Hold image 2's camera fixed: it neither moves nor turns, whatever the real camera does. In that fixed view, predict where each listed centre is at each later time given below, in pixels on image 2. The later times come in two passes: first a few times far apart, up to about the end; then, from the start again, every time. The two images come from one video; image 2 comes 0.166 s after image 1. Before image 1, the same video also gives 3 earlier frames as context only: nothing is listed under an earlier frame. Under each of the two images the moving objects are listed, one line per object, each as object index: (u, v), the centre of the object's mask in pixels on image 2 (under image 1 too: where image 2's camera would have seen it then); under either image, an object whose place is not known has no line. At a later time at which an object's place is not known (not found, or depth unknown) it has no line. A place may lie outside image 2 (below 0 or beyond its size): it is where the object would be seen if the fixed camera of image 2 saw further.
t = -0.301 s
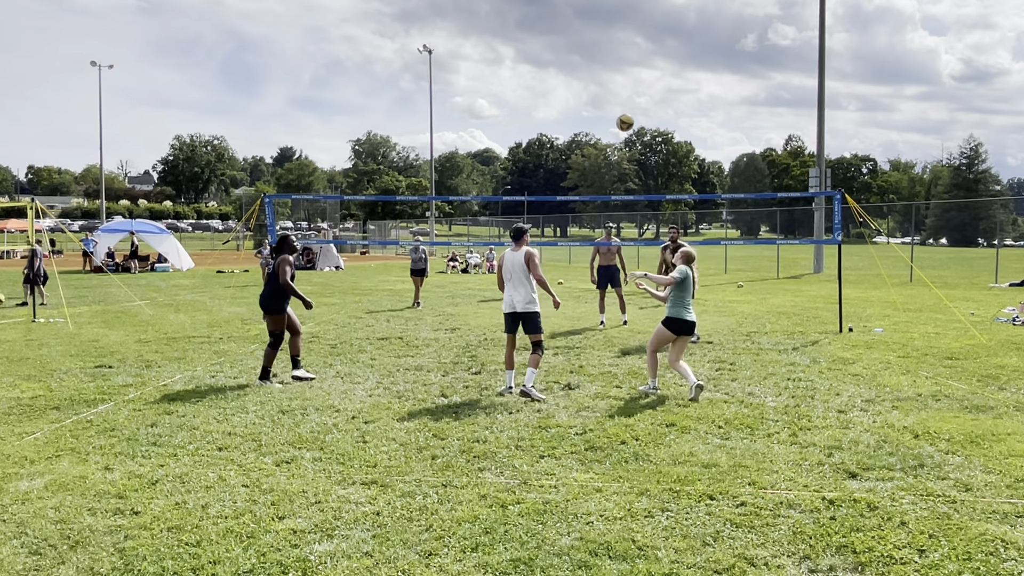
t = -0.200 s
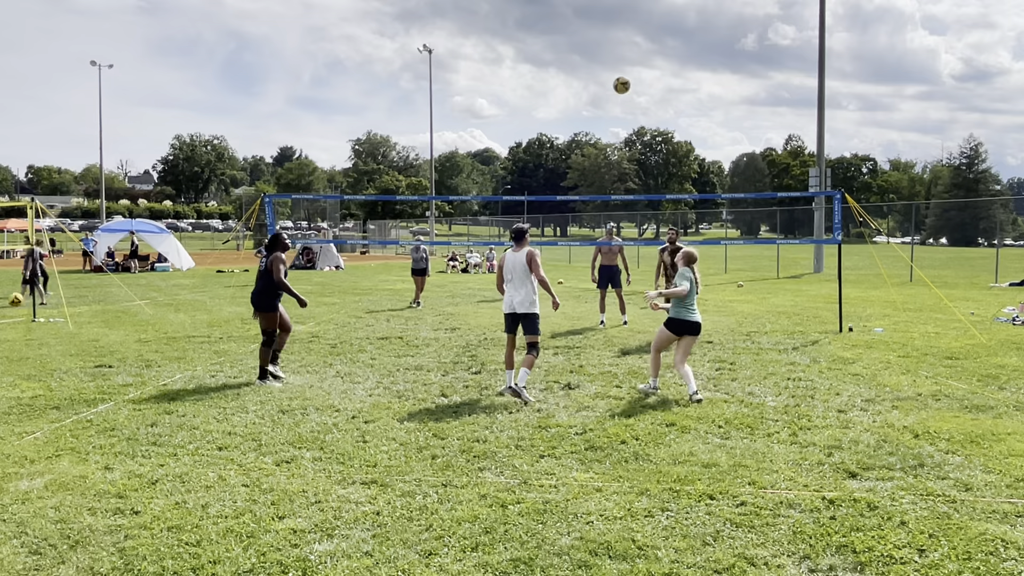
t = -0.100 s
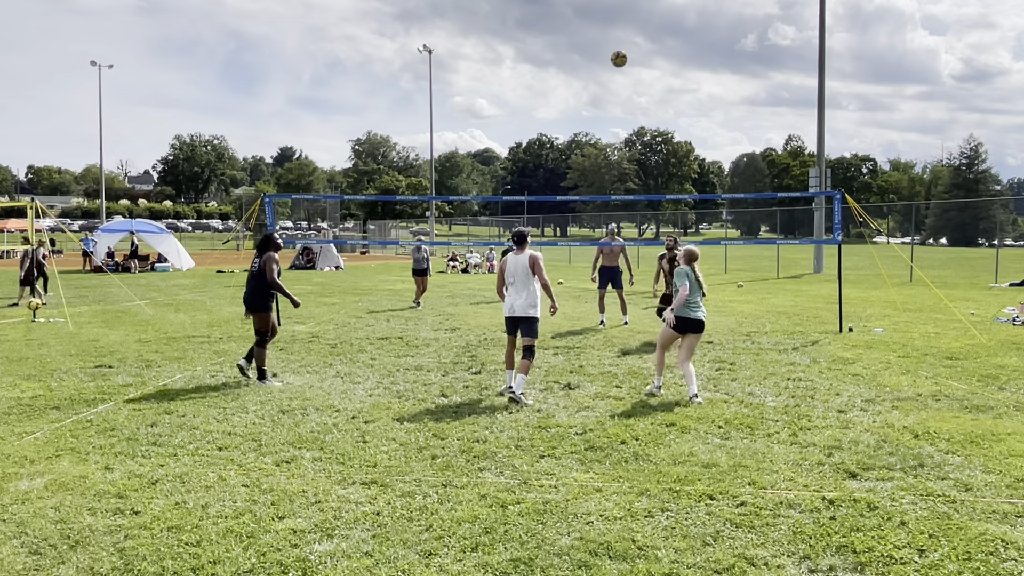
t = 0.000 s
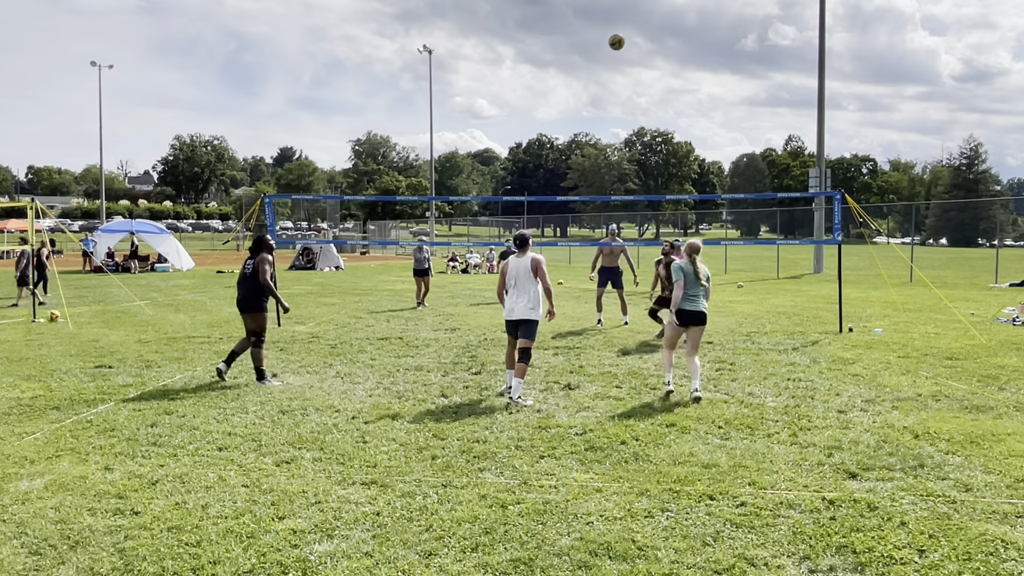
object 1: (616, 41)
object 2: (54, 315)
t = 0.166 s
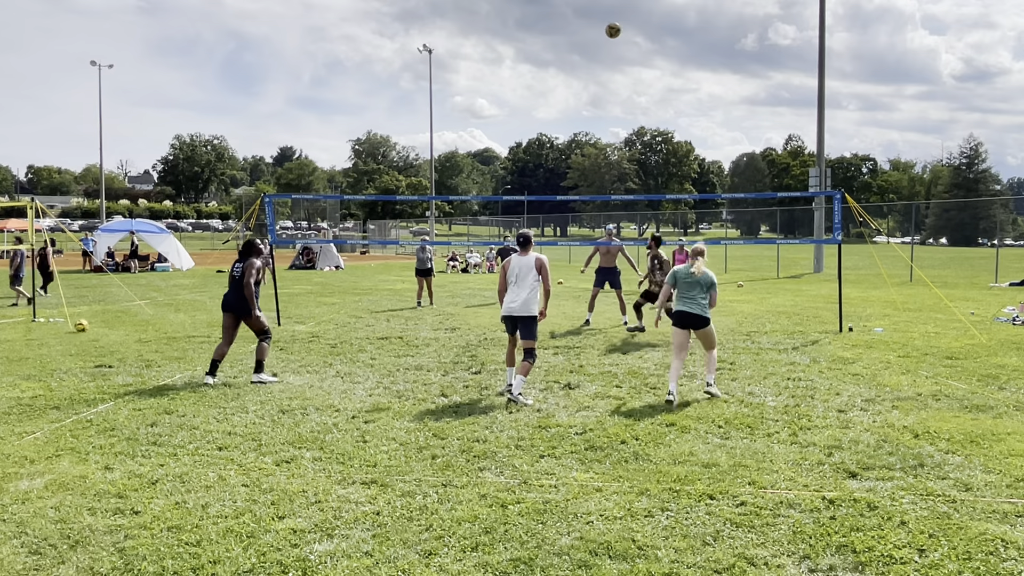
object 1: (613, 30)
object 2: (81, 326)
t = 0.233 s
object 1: (612, 31)
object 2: (91, 324)
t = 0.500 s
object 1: (608, 65)
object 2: (128, 326)
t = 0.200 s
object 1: (612, 30)
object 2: (86, 324)
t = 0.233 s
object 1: (612, 31)
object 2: (91, 324)
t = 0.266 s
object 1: (611, 33)
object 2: (96, 323)
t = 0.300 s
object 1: (611, 35)
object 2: (101, 324)
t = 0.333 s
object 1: (611, 39)
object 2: (106, 325)
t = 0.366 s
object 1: (610, 43)
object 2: (110, 326)
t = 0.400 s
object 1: (610, 47)
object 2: (115, 327)
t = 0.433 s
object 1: (609, 53)
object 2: (119, 327)
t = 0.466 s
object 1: (609, 58)
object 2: (124, 327)
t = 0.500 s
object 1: (608, 65)
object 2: (128, 326)
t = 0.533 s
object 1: (608, 72)
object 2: (132, 326)
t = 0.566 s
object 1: (608, 79)
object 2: (136, 326)
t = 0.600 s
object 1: (607, 87)
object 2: (140, 326)
